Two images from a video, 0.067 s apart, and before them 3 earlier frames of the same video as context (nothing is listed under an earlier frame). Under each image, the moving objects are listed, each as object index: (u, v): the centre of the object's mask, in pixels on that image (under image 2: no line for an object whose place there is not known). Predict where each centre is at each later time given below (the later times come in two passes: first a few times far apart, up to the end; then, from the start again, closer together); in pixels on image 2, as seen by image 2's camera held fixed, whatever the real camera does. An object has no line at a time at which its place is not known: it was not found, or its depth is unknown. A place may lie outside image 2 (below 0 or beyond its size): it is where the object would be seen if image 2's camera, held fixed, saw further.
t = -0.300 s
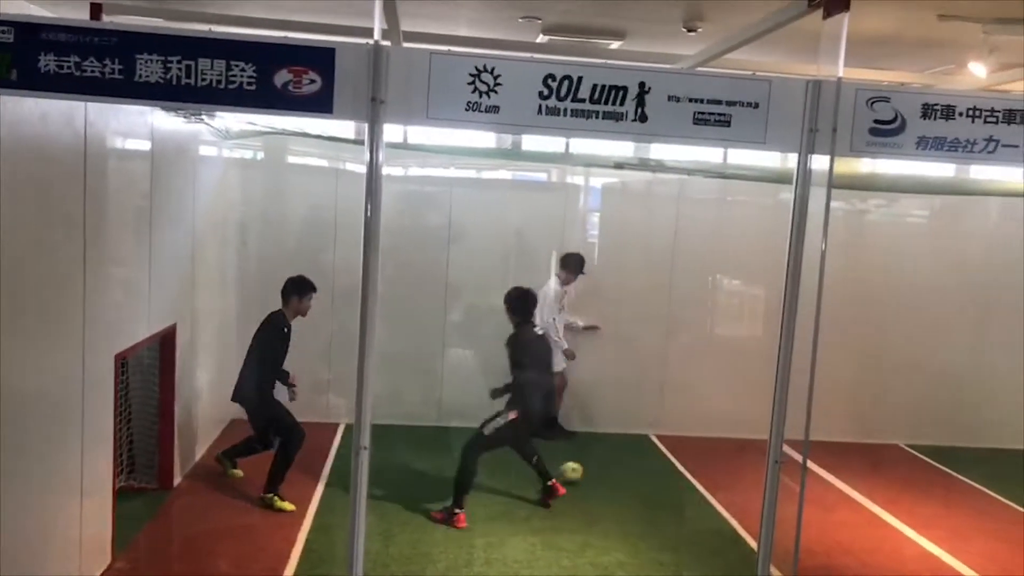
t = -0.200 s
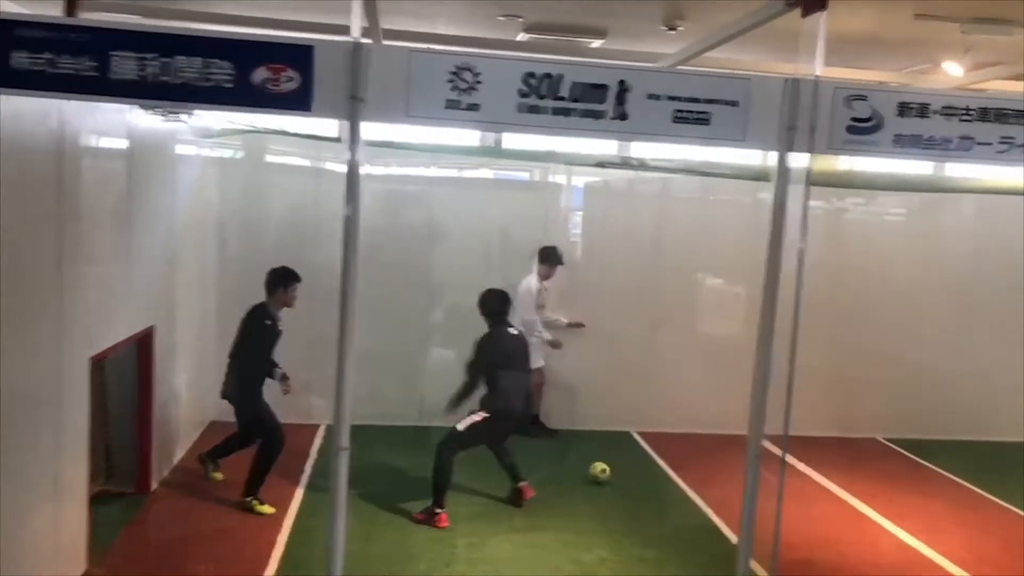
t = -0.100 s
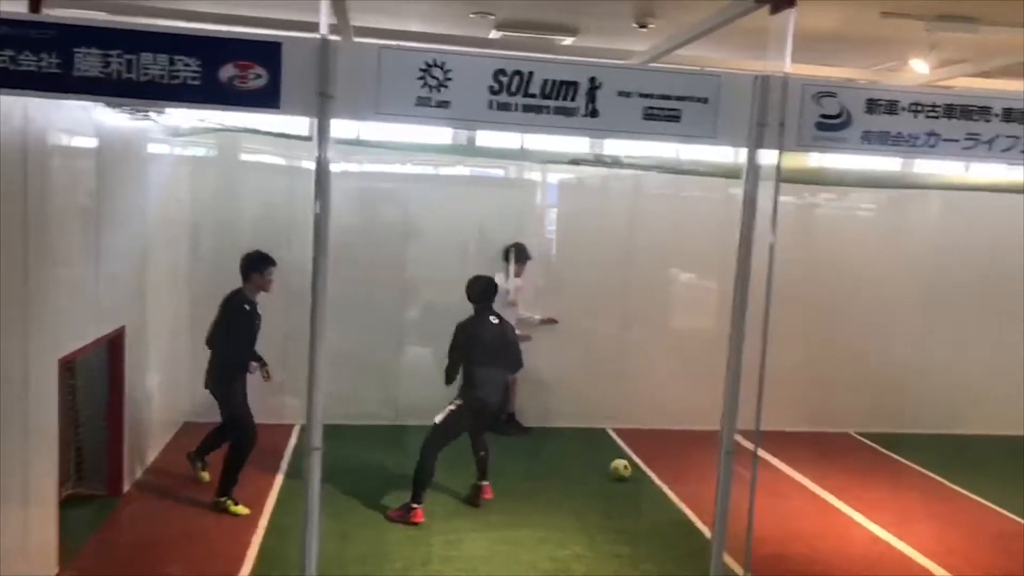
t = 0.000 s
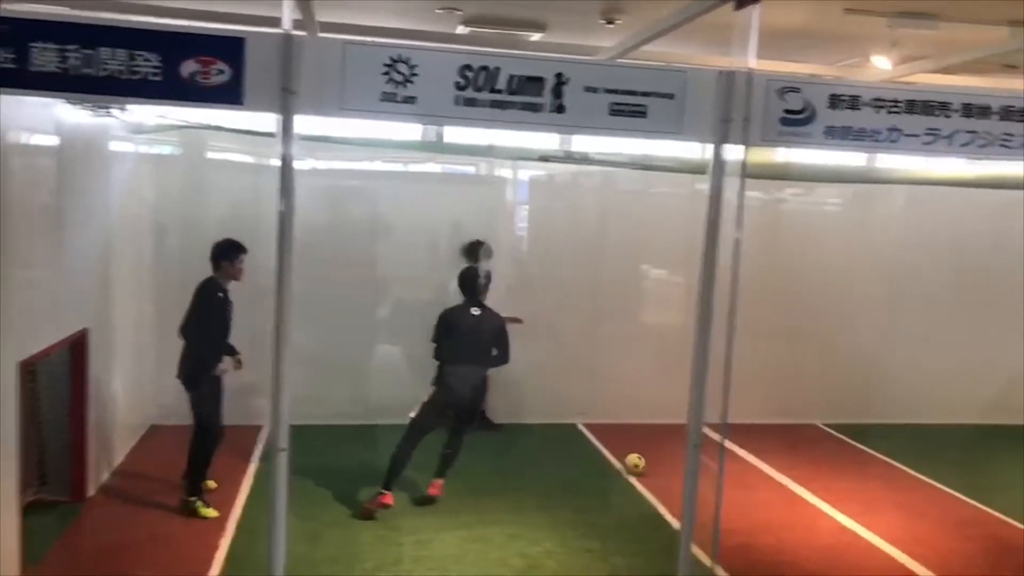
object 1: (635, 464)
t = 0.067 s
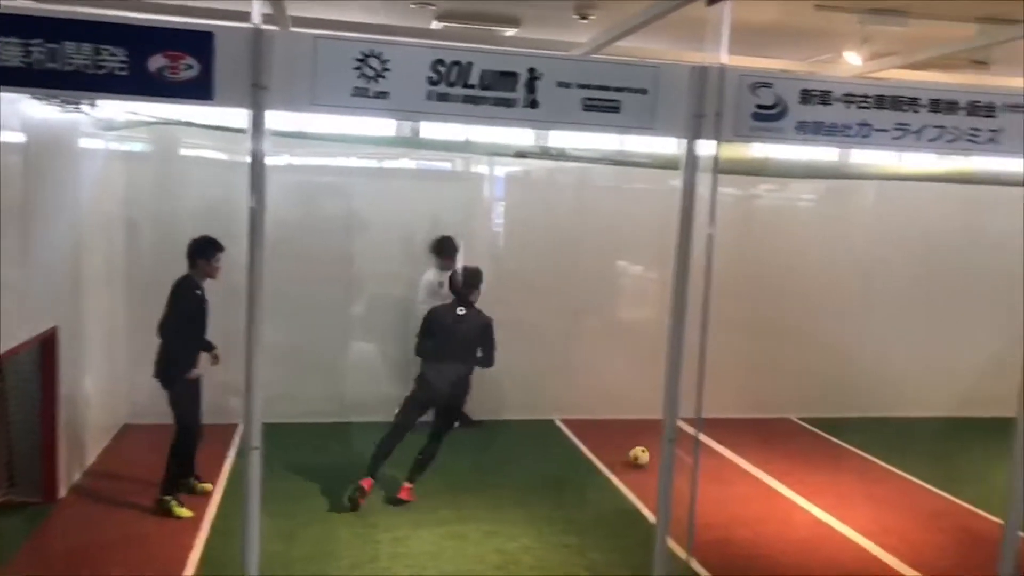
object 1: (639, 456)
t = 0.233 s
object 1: (698, 454)
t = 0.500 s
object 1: (789, 452)
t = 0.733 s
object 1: (860, 450)
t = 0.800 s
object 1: (881, 446)
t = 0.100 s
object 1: (650, 457)
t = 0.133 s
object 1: (654, 458)
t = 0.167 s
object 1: (678, 455)
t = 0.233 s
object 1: (698, 454)
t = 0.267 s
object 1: (709, 454)
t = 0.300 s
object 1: (721, 453)
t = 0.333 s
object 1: (734, 453)
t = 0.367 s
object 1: (746, 452)
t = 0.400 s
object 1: (757, 454)
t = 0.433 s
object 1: (769, 452)
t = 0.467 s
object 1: (779, 451)
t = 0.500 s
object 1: (789, 452)
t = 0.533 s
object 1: (801, 453)
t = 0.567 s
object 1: (811, 453)
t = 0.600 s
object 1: (821, 451)
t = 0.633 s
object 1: (831, 451)
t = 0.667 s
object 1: (841, 450)
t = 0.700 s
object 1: (851, 452)
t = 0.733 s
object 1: (860, 450)
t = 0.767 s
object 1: (871, 448)
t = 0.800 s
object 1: (881, 446)
